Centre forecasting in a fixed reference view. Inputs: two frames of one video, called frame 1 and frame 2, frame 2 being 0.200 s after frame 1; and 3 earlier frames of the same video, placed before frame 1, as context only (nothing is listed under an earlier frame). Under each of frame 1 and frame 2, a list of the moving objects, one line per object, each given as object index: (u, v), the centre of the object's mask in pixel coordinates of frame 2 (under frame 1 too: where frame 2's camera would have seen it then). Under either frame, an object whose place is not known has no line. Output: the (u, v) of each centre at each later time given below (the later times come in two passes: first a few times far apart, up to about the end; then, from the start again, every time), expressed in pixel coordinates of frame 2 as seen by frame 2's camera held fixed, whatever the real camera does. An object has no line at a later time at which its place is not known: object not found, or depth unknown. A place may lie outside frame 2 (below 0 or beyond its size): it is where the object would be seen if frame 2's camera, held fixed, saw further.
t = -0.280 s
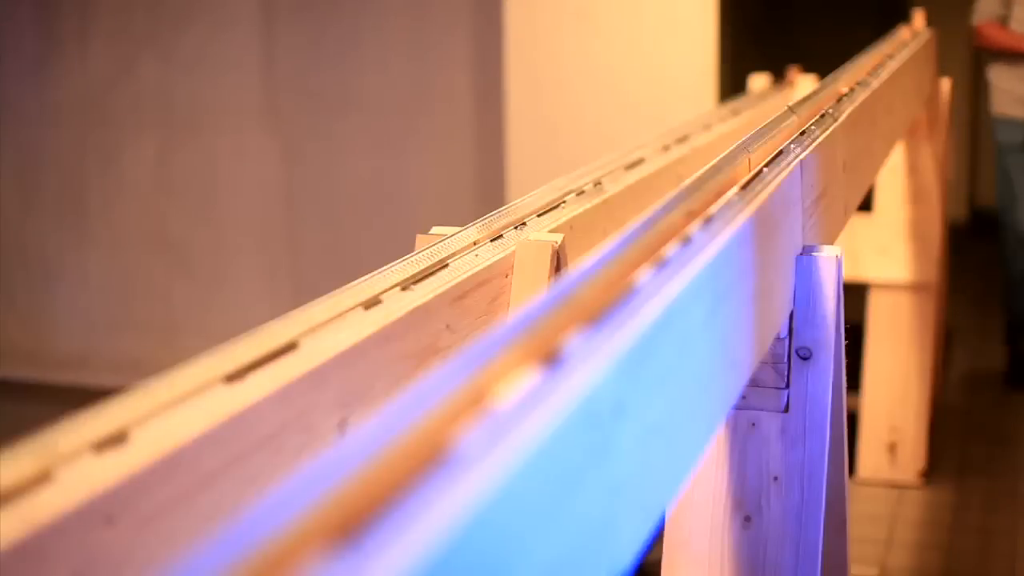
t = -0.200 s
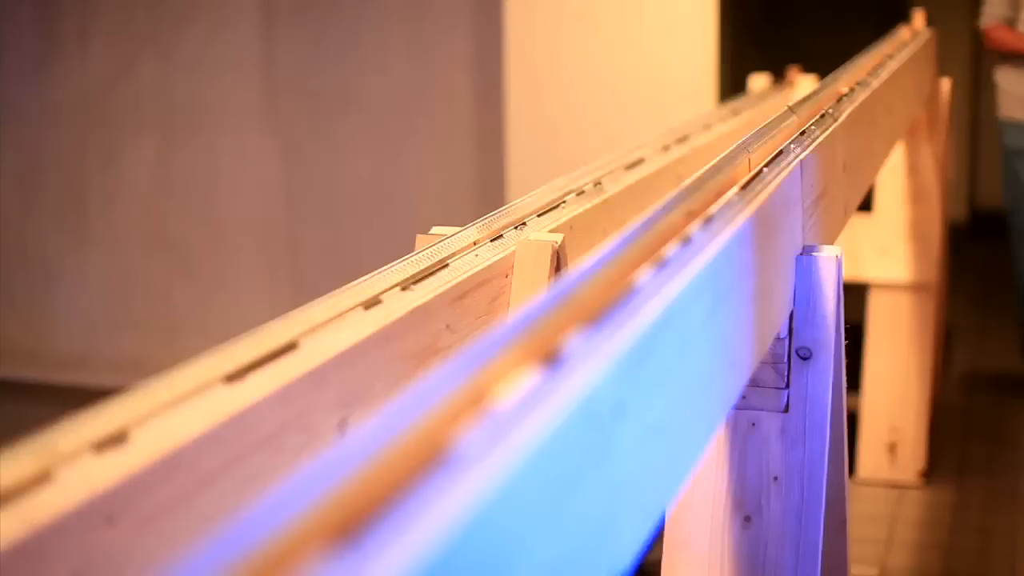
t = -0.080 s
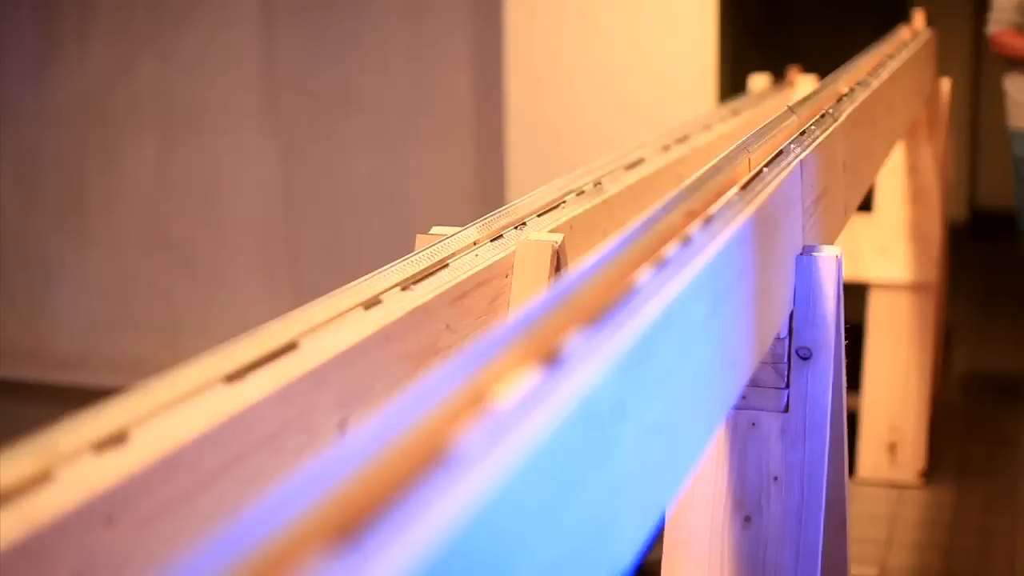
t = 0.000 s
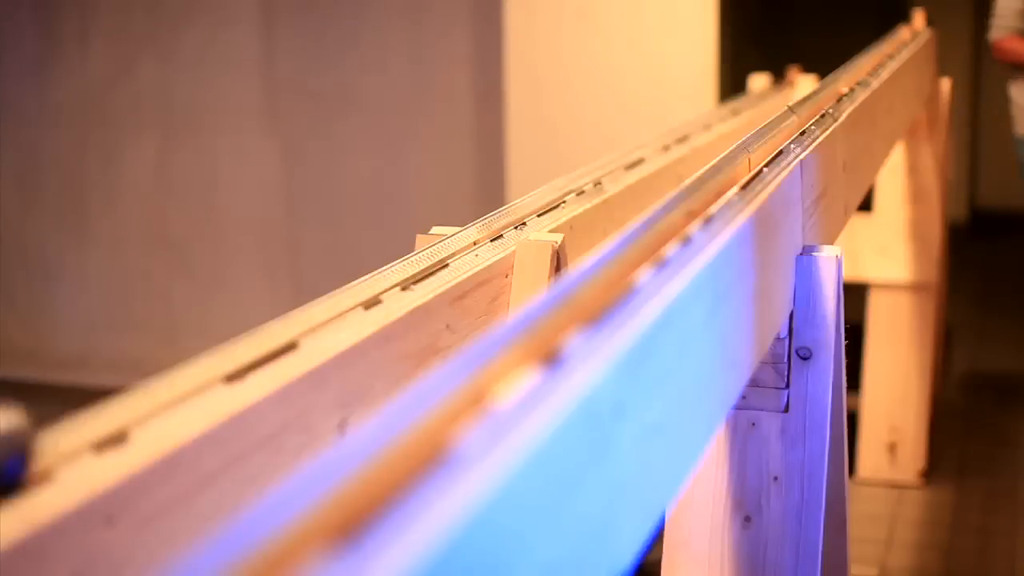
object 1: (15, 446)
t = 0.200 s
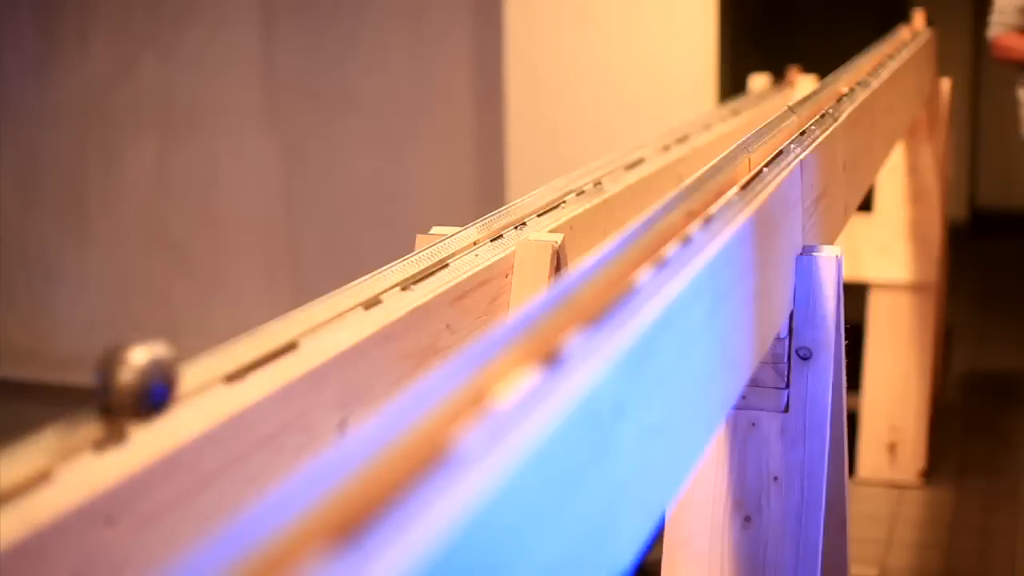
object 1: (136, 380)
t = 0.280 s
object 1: (186, 355)
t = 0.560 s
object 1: (323, 290)
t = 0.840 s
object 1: (421, 243)
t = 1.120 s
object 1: (494, 208)
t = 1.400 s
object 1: (551, 182)
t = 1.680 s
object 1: (594, 162)
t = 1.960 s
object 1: (630, 145)
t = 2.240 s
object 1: (661, 131)
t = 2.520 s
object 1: (686, 120)
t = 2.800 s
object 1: (708, 108)
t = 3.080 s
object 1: (729, 100)
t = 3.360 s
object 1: (743, 92)
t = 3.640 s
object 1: (759, 83)
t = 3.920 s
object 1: (774, 77)
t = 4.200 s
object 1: (784, 73)
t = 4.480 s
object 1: (788, 70)
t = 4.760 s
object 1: (788, 70)
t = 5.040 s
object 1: (788, 70)
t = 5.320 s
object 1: (788, 70)
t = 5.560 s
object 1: (787, 71)
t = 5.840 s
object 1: (787, 71)
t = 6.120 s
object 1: (787, 71)
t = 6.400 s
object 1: (787, 71)
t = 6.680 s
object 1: (786, 71)
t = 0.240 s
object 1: (162, 366)
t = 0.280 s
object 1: (186, 355)
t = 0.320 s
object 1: (209, 345)
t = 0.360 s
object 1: (231, 334)
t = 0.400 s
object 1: (251, 325)
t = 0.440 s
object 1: (270, 315)
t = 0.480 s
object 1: (288, 306)
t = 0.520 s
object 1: (305, 298)
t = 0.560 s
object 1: (323, 290)
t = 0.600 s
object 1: (338, 283)
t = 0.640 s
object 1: (354, 276)
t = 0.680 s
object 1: (368, 268)
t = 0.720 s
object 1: (383, 261)
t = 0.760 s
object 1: (396, 256)
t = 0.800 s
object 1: (409, 249)
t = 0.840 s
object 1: (421, 243)
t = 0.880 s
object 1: (433, 237)
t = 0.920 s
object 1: (444, 232)
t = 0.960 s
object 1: (455, 227)
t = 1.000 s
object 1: (466, 222)
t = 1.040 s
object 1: (476, 216)
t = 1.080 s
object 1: (485, 212)
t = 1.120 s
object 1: (494, 208)
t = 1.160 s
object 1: (503, 204)
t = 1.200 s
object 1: (512, 200)
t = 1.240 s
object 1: (520, 196)
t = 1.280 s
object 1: (529, 191)
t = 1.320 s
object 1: (536, 188)
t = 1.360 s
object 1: (544, 185)
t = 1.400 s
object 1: (551, 182)
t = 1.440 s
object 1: (558, 178)
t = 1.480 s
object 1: (564, 175)
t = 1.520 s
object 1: (570, 172)
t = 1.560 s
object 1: (577, 169)
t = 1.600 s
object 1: (583, 166)
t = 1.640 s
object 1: (589, 164)
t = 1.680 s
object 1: (594, 162)
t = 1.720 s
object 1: (600, 159)
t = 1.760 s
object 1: (606, 156)
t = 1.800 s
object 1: (611, 154)
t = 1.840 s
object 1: (616, 151)
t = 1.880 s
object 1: (621, 149)
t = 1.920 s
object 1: (626, 147)
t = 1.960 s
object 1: (630, 145)
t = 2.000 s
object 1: (635, 142)
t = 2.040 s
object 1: (640, 140)
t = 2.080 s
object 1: (644, 138)
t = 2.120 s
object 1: (649, 136)
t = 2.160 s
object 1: (653, 134)
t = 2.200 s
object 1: (657, 133)
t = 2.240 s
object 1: (661, 131)
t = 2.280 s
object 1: (666, 129)
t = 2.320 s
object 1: (669, 128)
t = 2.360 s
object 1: (673, 126)
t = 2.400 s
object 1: (676, 125)
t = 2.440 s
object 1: (680, 123)
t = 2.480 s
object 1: (683, 122)
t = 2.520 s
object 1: (686, 120)
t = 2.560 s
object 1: (689, 117)
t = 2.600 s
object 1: (693, 116)
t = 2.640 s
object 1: (697, 115)
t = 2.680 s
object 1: (700, 113)
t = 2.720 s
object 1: (703, 111)
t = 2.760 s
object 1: (706, 110)
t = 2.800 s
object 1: (708, 108)
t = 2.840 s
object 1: (711, 107)
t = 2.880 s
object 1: (714, 106)
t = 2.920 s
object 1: (717, 104)
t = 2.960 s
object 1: (720, 103)
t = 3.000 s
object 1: (723, 102)
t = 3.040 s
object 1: (726, 101)
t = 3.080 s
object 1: (729, 100)
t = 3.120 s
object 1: (731, 98)
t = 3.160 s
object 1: (733, 96)
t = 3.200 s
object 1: (734, 96)
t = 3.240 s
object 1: (736, 95)
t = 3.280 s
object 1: (738, 94)
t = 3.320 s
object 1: (739, 94)
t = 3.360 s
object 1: (743, 92)
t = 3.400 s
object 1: (748, 90)
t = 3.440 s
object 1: (749, 90)
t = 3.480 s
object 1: (752, 88)
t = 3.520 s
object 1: (753, 87)
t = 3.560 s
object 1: (755, 86)
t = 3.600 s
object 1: (758, 84)
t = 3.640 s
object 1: (759, 83)
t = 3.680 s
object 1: (759, 82)
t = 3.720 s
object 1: (763, 82)
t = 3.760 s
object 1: (765, 81)
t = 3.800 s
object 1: (769, 78)
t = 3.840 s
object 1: (771, 78)
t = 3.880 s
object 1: (773, 76)
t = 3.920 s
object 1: (774, 77)
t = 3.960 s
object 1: (776, 77)
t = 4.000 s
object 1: (777, 75)
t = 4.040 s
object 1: (779, 76)
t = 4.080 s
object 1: (781, 75)
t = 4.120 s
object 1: (781, 73)
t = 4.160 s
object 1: (783, 74)
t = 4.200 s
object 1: (784, 73)
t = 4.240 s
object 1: (787, 72)
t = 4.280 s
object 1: (787, 72)
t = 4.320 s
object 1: (788, 71)
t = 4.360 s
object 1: (790, 69)
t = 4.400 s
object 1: (790, 69)
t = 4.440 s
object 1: (788, 70)
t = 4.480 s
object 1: (788, 70)
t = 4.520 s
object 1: (788, 70)
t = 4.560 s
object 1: (788, 70)
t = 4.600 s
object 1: (788, 70)
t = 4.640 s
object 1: (788, 70)
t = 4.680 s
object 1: (788, 70)
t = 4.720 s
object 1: (788, 70)
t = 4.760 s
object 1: (788, 70)
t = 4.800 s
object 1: (788, 70)
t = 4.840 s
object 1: (788, 70)
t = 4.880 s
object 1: (788, 70)
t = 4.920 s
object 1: (788, 70)
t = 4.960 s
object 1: (788, 70)
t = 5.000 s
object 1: (788, 70)
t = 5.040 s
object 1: (788, 70)
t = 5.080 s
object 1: (788, 70)
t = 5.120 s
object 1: (788, 70)
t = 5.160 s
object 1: (788, 70)
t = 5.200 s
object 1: (788, 70)
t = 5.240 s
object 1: (788, 70)
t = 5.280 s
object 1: (788, 70)
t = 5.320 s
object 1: (788, 70)
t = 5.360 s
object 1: (788, 70)
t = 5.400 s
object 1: (788, 70)
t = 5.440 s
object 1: (788, 70)
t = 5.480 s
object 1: (788, 70)
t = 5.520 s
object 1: (788, 70)
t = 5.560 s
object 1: (787, 71)
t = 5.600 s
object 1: (787, 71)
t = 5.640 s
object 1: (787, 71)
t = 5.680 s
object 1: (787, 71)
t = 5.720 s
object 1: (787, 71)
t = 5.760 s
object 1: (787, 71)
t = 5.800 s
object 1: (787, 71)
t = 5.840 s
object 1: (787, 71)
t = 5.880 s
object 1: (787, 71)
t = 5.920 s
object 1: (787, 71)
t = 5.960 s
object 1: (787, 71)
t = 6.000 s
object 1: (787, 71)
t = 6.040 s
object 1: (787, 71)
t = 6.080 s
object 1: (787, 71)
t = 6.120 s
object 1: (787, 71)
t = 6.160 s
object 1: (787, 71)
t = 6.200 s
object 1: (787, 71)
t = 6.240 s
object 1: (787, 71)
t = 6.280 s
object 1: (787, 71)
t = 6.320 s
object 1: (787, 71)
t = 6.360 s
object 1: (787, 71)
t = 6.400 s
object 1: (787, 71)
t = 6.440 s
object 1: (787, 71)
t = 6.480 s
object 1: (786, 71)
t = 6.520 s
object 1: (786, 71)
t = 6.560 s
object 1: (786, 71)
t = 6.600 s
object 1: (786, 71)
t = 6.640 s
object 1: (786, 71)
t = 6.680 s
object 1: (786, 71)
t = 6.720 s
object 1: (786, 71)
